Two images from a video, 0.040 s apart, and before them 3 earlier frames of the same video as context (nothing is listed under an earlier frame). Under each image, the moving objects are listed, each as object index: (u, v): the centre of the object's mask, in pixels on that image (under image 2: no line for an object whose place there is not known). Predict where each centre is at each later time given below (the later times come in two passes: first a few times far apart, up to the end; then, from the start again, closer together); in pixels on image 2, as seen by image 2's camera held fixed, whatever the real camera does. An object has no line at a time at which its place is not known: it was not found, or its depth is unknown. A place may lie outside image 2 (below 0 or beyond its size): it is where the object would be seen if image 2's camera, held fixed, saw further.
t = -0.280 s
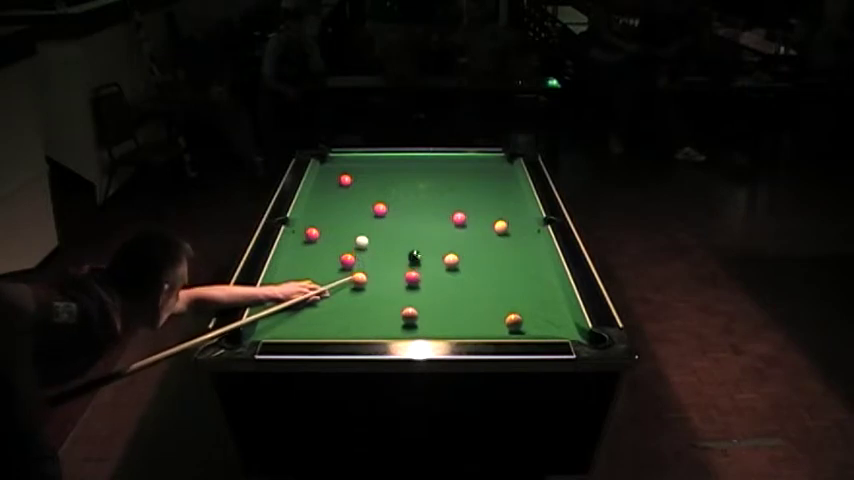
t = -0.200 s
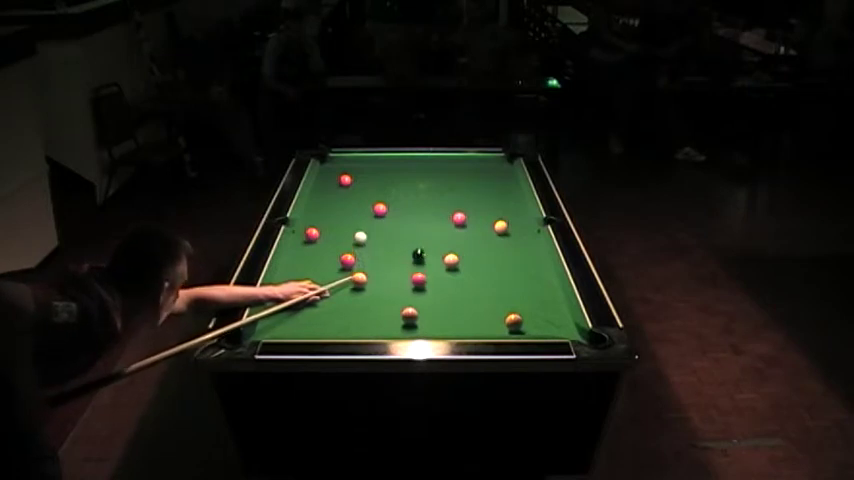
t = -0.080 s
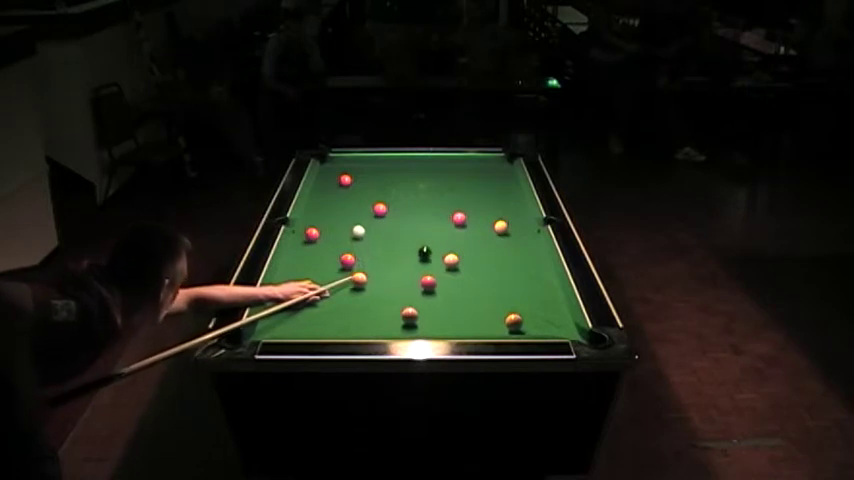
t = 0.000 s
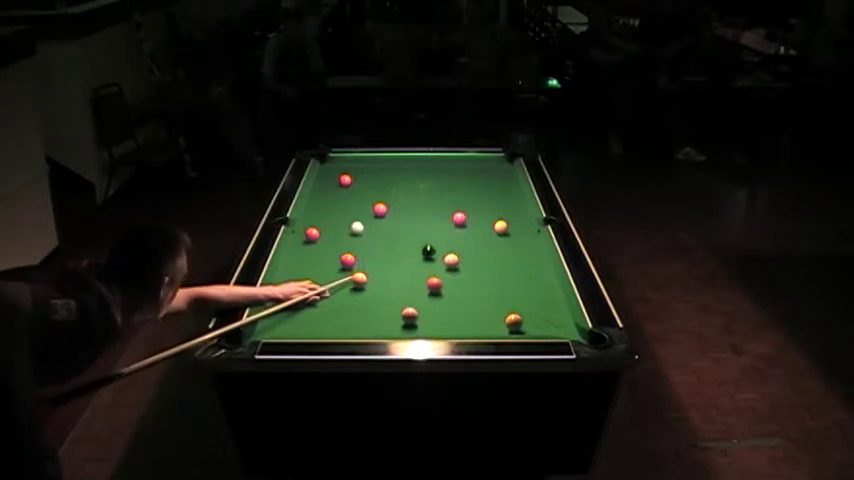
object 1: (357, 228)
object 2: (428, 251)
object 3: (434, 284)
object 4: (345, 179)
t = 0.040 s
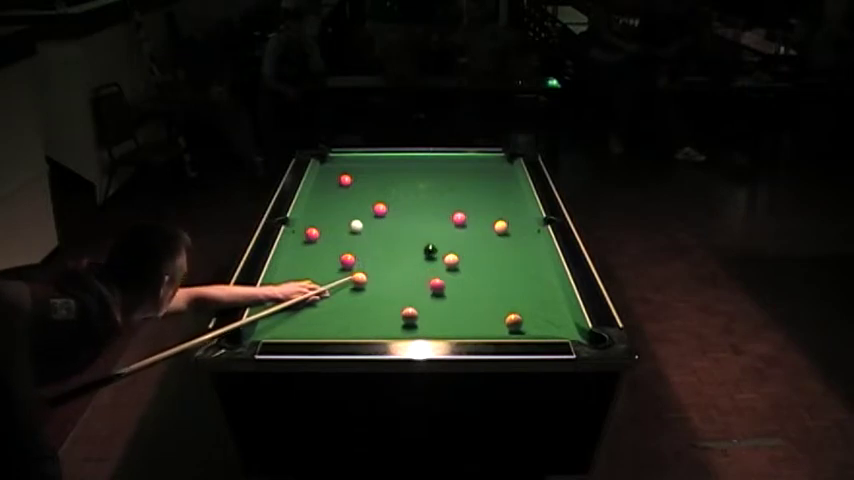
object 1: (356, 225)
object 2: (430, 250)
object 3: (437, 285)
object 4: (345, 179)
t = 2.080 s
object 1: (336, 182)
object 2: (483, 232)
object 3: (552, 320)
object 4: (348, 170)
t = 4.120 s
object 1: (336, 182)
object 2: (484, 231)
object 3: (567, 327)
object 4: (348, 163)
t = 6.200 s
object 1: (336, 182)
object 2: (484, 230)
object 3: (567, 327)
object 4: (348, 163)
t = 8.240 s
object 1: (336, 182)
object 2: (484, 230)
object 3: (567, 327)
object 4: (348, 163)
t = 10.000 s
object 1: (336, 182)
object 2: (484, 230)
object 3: (567, 327)
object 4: (348, 162)
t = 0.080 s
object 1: (356, 224)
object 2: (432, 250)
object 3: (440, 286)
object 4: (345, 179)
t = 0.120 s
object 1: (355, 222)
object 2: (434, 249)
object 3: (443, 287)
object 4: (345, 179)
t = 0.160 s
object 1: (355, 220)
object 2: (435, 249)
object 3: (446, 288)
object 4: (345, 179)
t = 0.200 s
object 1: (354, 219)
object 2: (437, 249)
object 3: (449, 288)
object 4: (345, 179)
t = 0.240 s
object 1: (354, 217)
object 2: (439, 248)
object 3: (452, 290)
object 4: (345, 179)
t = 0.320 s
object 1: (352, 214)
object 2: (442, 247)
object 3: (457, 291)
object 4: (345, 179)
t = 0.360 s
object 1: (352, 212)
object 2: (444, 247)
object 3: (460, 292)
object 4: (345, 179)
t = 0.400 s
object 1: (352, 210)
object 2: (445, 246)
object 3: (463, 293)
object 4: (345, 179)
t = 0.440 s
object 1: (351, 209)
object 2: (447, 246)
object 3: (466, 294)
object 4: (345, 179)
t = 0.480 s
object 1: (351, 207)
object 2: (449, 245)
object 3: (469, 294)
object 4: (345, 179)
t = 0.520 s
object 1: (350, 206)
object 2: (450, 245)
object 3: (471, 295)
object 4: (345, 179)
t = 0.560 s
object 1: (350, 205)
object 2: (451, 244)
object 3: (474, 296)
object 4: (345, 179)
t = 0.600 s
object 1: (350, 203)
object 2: (453, 244)
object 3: (477, 297)
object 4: (345, 179)
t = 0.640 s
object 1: (349, 202)
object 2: (454, 244)
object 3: (479, 298)
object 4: (345, 179)
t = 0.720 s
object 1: (348, 199)
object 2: (456, 242)
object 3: (485, 299)
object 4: (345, 179)
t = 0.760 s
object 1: (348, 198)
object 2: (458, 242)
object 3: (487, 300)
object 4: (345, 179)
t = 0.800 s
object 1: (348, 197)
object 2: (459, 241)
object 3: (490, 301)
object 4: (345, 179)
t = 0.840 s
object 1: (347, 195)
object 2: (460, 240)
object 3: (492, 301)
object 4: (345, 179)
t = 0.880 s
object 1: (347, 194)
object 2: (461, 239)
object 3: (495, 302)
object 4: (345, 180)
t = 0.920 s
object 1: (347, 193)
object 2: (462, 239)
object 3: (497, 303)
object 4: (345, 179)
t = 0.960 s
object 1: (346, 191)
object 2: (464, 239)
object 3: (500, 304)
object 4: (345, 179)
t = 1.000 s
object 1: (346, 190)
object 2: (465, 239)
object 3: (502, 304)
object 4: (345, 179)
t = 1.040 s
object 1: (346, 189)
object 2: (466, 238)
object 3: (504, 305)
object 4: (345, 178)
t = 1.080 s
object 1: (345, 189)
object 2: (467, 238)
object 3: (506, 305)
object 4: (345, 178)
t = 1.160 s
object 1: (345, 186)
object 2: (469, 237)
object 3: (511, 306)
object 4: (345, 178)
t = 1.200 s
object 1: (344, 185)
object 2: (470, 237)
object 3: (513, 306)
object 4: (345, 177)
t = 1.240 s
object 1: (344, 185)
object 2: (471, 237)
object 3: (515, 307)
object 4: (345, 177)
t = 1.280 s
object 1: (343, 185)
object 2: (472, 236)
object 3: (518, 308)
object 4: (346, 177)
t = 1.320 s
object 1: (343, 184)
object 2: (473, 235)
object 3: (520, 308)
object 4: (346, 176)
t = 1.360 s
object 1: (342, 184)
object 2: (474, 235)
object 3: (522, 309)
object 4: (346, 176)
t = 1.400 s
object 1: (342, 184)
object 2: (474, 235)
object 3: (524, 310)
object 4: (346, 176)
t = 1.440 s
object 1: (341, 184)
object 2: (475, 235)
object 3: (526, 311)
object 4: (347, 175)
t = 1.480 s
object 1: (341, 183)
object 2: (476, 235)
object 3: (528, 312)
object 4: (347, 175)
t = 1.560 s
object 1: (340, 183)
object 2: (477, 235)
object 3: (531, 314)
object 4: (347, 174)
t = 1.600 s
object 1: (339, 183)
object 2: (478, 235)
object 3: (533, 314)
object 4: (347, 174)
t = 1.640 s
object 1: (339, 183)
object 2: (479, 234)
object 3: (535, 315)
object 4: (347, 174)
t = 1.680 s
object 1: (339, 183)
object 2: (479, 234)
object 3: (537, 315)
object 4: (347, 174)
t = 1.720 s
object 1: (338, 183)
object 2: (480, 234)
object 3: (539, 316)
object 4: (346, 173)
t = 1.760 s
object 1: (338, 182)
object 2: (480, 234)
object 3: (540, 316)
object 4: (346, 173)
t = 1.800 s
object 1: (337, 182)
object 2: (481, 234)
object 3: (542, 317)
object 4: (347, 172)
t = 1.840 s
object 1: (337, 182)
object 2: (481, 234)
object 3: (544, 317)
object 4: (347, 172)
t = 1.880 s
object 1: (337, 182)
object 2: (481, 233)
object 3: (545, 318)
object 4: (347, 172)
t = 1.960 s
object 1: (337, 182)
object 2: (482, 233)
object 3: (548, 319)
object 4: (347, 171)
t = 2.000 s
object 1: (337, 182)
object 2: (482, 233)
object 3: (549, 319)
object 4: (347, 170)
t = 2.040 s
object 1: (336, 182)
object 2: (482, 233)
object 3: (551, 320)
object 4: (347, 170)
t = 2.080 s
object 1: (336, 182)
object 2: (483, 232)
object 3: (552, 320)
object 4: (348, 170)
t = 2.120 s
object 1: (336, 182)
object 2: (483, 232)
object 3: (553, 320)
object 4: (348, 169)
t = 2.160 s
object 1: (336, 182)
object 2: (483, 232)
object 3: (555, 321)
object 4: (348, 168)
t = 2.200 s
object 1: (336, 182)
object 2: (483, 232)
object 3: (556, 321)
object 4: (348, 168)
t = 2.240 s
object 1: (336, 182)
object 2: (484, 232)
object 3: (557, 322)
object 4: (348, 168)
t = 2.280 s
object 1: (336, 182)
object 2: (484, 232)
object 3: (558, 322)
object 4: (348, 168)
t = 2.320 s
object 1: (336, 182)
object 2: (484, 232)
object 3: (559, 323)
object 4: (348, 167)
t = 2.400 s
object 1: (336, 182)
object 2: (484, 232)
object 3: (561, 324)
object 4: (348, 167)
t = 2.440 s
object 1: (336, 182)
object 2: (484, 232)
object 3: (562, 324)
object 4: (348, 166)
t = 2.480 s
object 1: (336, 182)
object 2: (484, 232)
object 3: (563, 324)
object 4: (348, 166)
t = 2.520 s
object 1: (336, 182)
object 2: (484, 232)
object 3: (564, 325)
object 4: (348, 166)
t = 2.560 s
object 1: (336, 182)
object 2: (484, 232)
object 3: (565, 325)
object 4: (348, 166)
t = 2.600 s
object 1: (336, 182)
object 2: (484, 232)
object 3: (566, 325)
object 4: (348, 166)
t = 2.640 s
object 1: (336, 182)
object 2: (484, 232)
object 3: (566, 326)
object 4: (348, 166)
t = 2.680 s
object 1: (336, 182)
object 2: (484, 232)
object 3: (567, 326)
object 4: (348, 166)
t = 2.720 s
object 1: (336, 182)
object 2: (484, 232)
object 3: (567, 326)
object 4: (348, 165)
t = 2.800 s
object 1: (336, 182)
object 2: (484, 232)
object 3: (567, 326)
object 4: (348, 165)
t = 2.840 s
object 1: (336, 182)
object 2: (484, 231)
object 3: (567, 327)
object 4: (348, 165)
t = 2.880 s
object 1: (336, 182)
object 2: (484, 232)
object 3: (567, 326)
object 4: (348, 164)
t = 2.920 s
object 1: (336, 182)
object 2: (484, 232)
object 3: (567, 327)
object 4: (348, 164)
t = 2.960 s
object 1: (336, 182)
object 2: (484, 231)
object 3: (567, 327)
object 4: (348, 164)
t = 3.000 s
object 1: (336, 182)
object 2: (484, 231)
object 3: (567, 327)
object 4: (348, 164)
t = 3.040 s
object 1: (336, 182)
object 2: (484, 231)
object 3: (567, 327)
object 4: (348, 164)
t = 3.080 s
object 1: (336, 182)
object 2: (484, 231)
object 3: (567, 327)
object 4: (348, 164)
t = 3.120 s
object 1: (336, 182)
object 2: (484, 231)
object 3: (567, 327)
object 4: (348, 164)
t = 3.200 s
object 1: (336, 182)
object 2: (484, 231)
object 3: (567, 327)
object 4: (348, 164)
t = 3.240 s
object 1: (336, 182)
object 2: (484, 231)
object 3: (567, 328)
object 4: (348, 164)
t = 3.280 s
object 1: (336, 182)
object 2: (484, 231)
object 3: (567, 328)
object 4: (348, 164)
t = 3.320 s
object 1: (336, 182)
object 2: (484, 231)
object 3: (567, 328)
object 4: (348, 164)
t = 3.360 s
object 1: (336, 182)
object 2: (484, 231)
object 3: (567, 328)
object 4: (348, 164)
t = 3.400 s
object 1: (336, 182)
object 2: (484, 231)
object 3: (567, 328)
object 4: (348, 163)
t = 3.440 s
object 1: (336, 182)
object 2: (484, 231)
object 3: (567, 327)
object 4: (348, 163)
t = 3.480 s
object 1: (336, 182)
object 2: (484, 231)
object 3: (567, 327)
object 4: (348, 163)
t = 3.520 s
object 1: (336, 182)
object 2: (484, 231)
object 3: (567, 327)
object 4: (348, 163)
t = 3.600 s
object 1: (336, 182)
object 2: (484, 231)
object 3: (567, 327)
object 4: (348, 163)
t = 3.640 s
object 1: (336, 182)
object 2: (484, 231)
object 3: (567, 328)
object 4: (348, 163)
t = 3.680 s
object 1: (336, 182)
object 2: (484, 231)
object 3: (567, 327)
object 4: (348, 163)
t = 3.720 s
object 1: (336, 182)
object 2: (484, 231)
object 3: (567, 328)
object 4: (348, 163)
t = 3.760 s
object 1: (336, 182)
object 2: (484, 231)
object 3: (567, 328)
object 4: (348, 163)
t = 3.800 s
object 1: (336, 182)
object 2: (484, 231)
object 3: (567, 328)
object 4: (348, 163)
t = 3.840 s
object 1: (336, 182)
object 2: (484, 230)
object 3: (567, 328)
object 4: (348, 163)
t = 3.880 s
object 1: (336, 182)
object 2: (484, 230)
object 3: (567, 328)
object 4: (348, 163)
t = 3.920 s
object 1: (336, 182)
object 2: (484, 230)
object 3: (567, 328)
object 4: (348, 163)
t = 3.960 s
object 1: (336, 182)
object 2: (484, 230)
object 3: (567, 328)
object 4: (348, 163)
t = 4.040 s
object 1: (336, 182)
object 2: (484, 231)
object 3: (567, 327)
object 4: (348, 163)
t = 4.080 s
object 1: (336, 182)
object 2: (484, 231)
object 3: (567, 327)
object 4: (348, 163)
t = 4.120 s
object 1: (336, 182)
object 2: (484, 231)
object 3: (567, 327)
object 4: (348, 163)
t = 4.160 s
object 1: (336, 182)
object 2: (484, 231)
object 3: (567, 327)
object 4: (348, 163)
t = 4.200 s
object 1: (336, 182)
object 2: (484, 231)
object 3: (567, 327)
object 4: (348, 163)
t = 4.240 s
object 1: (336, 182)
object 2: (484, 231)
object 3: (567, 327)
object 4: (348, 163)
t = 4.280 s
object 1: (336, 182)
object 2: (484, 231)
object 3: (567, 327)
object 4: (348, 163)
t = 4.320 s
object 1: (336, 182)
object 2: (484, 231)
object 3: (567, 327)
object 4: (348, 163)
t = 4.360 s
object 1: (336, 182)
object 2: (484, 231)
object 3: (567, 327)
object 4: (348, 163)
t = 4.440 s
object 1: (336, 182)
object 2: (484, 231)
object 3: (567, 327)
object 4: (348, 163)
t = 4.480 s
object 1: (336, 182)
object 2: (484, 231)
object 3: (567, 327)
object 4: (348, 163)
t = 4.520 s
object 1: (336, 182)
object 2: (484, 231)
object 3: (567, 327)
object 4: (348, 163)
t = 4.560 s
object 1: (336, 182)
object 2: (484, 231)
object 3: (567, 327)
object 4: (348, 163)
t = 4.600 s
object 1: (336, 182)
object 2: (484, 231)
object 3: (567, 327)
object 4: (348, 163)
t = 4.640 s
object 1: (336, 182)
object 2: (484, 231)
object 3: (567, 326)
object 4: (348, 163)
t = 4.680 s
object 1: (336, 182)
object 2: (484, 231)
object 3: (567, 326)
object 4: (348, 163)
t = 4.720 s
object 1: (336, 182)
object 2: (484, 231)
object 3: (567, 326)
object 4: (348, 163)
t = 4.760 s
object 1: (336, 182)
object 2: (484, 230)
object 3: (567, 326)
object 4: (348, 163)
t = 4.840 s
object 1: (336, 182)
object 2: (484, 230)
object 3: (567, 326)
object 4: (348, 163)
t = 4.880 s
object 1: (336, 182)
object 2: (484, 230)
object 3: (567, 326)
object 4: (348, 163)
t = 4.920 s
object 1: (336, 182)
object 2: (484, 230)
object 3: (567, 326)
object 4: (348, 163)
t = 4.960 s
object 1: (336, 182)
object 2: (484, 230)
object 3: (567, 326)
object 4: (348, 163)
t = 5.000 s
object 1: (336, 182)
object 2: (484, 230)
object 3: (567, 326)
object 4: (348, 163)
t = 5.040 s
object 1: (336, 182)
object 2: (484, 230)
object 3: (567, 326)
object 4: (348, 163)
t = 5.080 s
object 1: (336, 182)
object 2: (484, 230)
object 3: (567, 326)
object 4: (348, 163)
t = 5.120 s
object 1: (336, 182)
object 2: (484, 230)
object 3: (567, 326)
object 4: (348, 163)
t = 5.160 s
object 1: (336, 182)
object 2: (484, 230)
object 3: (567, 326)
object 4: (348, 163)
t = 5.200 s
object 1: (336, 182)
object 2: (484, 230)
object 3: (567, 326)
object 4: (348, 163)
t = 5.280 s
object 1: (336, 182)
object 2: (484, 230)
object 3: (567, 326)
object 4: (348, 163)
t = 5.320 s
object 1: (336, 182)
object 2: (484, 230)
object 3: (567, 326)
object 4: (348, 163)
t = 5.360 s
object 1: (336, 182)
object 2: (484, 230)
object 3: (567, 327)
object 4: (348, 163)
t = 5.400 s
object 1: (336, 182)
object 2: (484, 230)
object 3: (567, 326)
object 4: (348, 163)
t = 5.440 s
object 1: (336, 182)
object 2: (484, 230)
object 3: (567, 326)
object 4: (348, 163)
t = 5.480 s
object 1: (336, 182)
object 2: (484, 230)
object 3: (567, 326)
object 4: (348, 163)
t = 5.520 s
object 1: (336, 182)
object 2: (484, 230)
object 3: (567, 326)
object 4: (348, 163)
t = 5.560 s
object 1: (336, 182)
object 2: (484, 230)
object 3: (567, 326)
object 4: (348, 163)
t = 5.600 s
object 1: (336, 182)
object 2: (484, 230)
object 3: (567, 326)
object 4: (348, 163)
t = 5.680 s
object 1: (336, 182)
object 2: (484, 230)
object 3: (567, 327)
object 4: (348, 163)
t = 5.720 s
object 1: (336, 182)
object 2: (484, 230)
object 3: (567, 326)
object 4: (348, 163)
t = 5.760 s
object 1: (336, 182)
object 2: (484, 230)
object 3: (567, 327)
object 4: (348, 163)
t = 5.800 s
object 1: (336, 182)
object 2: (484, 230)
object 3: (567, 326)
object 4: (348, 163)
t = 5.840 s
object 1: (336, 182)
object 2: (484, 230)
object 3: (567, 326)
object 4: (348, 163)
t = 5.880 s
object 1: (336, 182)
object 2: (484, 230)
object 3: (567, 326)
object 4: (348, 163)
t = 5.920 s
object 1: (336, 182)
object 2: (484, 230)
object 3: (567, 326)
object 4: (348, 163)
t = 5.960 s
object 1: (336, 182)
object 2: (484, 230)
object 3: (567, 326)
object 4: (348, 163)
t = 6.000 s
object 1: (336, 182)
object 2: (484, 230)
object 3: (567, 326)
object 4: (348, 163)
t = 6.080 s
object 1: (336, 182)
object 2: (484, 230)
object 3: (567, 327)
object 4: (348, 163)
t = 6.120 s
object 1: (336, 182)
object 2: (484, 230)
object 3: (567, 326)
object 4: (348, 163)
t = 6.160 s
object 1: (336, 182)
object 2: (484, 230)
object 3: (567, 326)
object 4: (348, 163)
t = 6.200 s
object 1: (336, 182)
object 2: (484, 230)
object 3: (567, 327)
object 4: (348, 163)
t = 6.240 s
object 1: (336, 182)
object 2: (484, 230)
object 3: (567, 326)
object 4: (348, 163)
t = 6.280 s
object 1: (336, 182)
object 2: (484, 230)
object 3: (567, 326)
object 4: (348, 163)
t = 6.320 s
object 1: (336, 182)
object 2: (484, 230)
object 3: (567, 326)
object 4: (348, 163)
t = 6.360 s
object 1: (336, 182)
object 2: (484, 230)
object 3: (567, 326)
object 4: (348, 163)
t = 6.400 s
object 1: (336, 182)
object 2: (484, 230)
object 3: (567, 326)
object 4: (348, 163)
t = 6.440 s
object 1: (336, 182)
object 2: (484, 230)
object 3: (567, 326)
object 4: (348, 163)
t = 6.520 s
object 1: (336, 182)
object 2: (484, 230)
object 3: (567, 326)
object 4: (348, 163)
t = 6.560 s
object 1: (336, 182)
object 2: (484, 230)
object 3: (567, 326)
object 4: (348, 163)
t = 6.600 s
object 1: (336, 182)
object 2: (484, 230)
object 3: (567, 326)
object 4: (348, 163)
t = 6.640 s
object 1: (336, 182)
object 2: (484, 230)
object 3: (567, 326)
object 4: (348, 163)
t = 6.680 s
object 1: (336, 182)
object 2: (484, 230)
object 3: (567, 326)
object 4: (348, 163)
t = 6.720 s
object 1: (336, 182)
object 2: (484, 230)
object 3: (567, 327)
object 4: (348, 163)
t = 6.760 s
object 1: (336, 182)
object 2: (484, 230)
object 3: (567, 326)
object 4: (348, 163)
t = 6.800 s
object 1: (336, 182)
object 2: (484, 230)
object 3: (567, 327)
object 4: (348, 163)
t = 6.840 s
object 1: (336, 182)
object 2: (484, 230)
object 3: (567, 326)
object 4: (348, 163)
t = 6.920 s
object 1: (336, 182)
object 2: (484, 230)
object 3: (567, 326)
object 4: (348, 163)
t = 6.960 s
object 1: (336, 182)
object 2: (484, 230)
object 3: (567, 326)
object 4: (348, 163)
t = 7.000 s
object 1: (336, 182)
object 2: (484, 230)
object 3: (567, 326)
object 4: (348, 163)
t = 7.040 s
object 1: (336, 182)
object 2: (484, 230)
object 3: (567, 326)
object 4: (348, 163)
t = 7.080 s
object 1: (336, 182)
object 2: (484, 230)
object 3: (567, 326)
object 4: (348, 163)
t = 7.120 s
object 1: (336, 182)
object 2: (484, 230)
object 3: (567, 327)
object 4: (348, 163)
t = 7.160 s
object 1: (336, 182)
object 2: (484, 230)
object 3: (567, 326)
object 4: (348, 163)
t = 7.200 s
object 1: (336, 182)
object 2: (484, 230)
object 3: (567, 327)
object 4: (348, 163)
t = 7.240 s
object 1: (336, 182)
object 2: (484, 230)
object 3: (567, 326)
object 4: (348, 163)
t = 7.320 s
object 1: (336, 182)
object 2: (484, 230)
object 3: (567, 327)
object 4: (348, 163)
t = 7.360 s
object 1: (336, 182)
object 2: (484, 230)
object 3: (567, 326)
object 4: (348, 163)
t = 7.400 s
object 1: (336, 182)
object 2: (484, 230)
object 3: (567, 326)
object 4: (348, 163)
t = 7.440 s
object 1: (336, 182)
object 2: (484, 230)
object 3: (567, 326)
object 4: (348, 163)
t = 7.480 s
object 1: (336, 182)
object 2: (484, 230)
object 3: (567, 326)
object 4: (348, 163)
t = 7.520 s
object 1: (336, 182)
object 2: (484, 230)
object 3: (567, 326)
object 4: (348, 163)
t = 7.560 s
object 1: (336, 182)
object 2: (484, 230)
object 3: (567, 326)
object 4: (348, 163)
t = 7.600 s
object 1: (336, 182)
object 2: (484, 230)
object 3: (567, 326)
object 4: (348, 163)
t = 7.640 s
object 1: (336, 182)
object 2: (484, 230)
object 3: (567, 326)
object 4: (348, 163)
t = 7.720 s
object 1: (336, 182)
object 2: (484, 230)
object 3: (568, 326)
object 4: (348, 163)
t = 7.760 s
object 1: (336, 182)
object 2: (484, 230)
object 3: (567, 326)
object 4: (348, 163)
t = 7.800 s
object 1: (336, 182)
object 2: (484, 230)
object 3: (567, 326)
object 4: (348, 163)
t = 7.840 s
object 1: (336, 182)
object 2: (484, 230)
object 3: (567, 327)
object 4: (348, 163)
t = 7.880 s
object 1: (336, 182)
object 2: (484, 230)
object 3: (568, 326)
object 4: (348, 163)
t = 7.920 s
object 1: (336, 182)
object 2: (484, 230)
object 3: (567, 326)
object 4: (348, 163)
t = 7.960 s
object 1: (336, 182)
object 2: (484, 230)
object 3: (567, 326)
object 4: (348, 163)
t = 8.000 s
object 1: (336, 182)
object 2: (484, 230)
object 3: (567, 326)
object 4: (348, 163)
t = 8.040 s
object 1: (336, 182)
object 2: (484, 230)
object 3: (567, 327)
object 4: (348, 163)
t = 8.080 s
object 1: (336, 182)
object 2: (484, 230)
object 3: (567, 326)
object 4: (348, 163)
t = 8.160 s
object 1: (336, 182)
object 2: (484, 230)
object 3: (567, 326)
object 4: (348, 163)
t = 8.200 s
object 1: (336, 182)
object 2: (484, 230)
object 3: (567, 326)
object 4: (348, 163)
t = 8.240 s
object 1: (336, 182)
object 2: (484, 230)
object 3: (567, 327)
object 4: (348, 163)
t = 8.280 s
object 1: (336, 182)
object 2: (484, 230)
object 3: (567, 326)
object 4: (348, 163)
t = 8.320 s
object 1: (336, 182)
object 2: (484, 230)
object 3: (567, 326)
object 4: (348, 163)
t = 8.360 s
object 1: (336, 182)
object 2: (484, 230)
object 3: (567, 326)
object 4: (348, 163)
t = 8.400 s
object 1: (336, 182)
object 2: (484, 230)
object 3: (567, 326)
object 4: (348, 163)
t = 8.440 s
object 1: (336, 182)
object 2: (484, 230)
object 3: (567, 326)
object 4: (348, 163)
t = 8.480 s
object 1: (336, 182)
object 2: (484, 230)
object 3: (568, 326)
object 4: (348, 163)
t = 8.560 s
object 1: (336, 182)
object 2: (484, 230)
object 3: (567, 327)
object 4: (348, 163)
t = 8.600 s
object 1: (336, 182)
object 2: (484, 230)
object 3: (567, 326)
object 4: (348, 163)
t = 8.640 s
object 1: (336, 182)
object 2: (484, 230)
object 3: (567, 326)
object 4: (348, 163)
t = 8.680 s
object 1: (336, 182)
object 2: (484, 230)
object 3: (567, 327)
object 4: (348, 163)
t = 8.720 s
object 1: (336, 182)
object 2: (484, 230)
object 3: (567, 326)
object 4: (348, 163)
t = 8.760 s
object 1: (336, 182)
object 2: (484, 230)
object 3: (568, 326)
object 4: (348, 163)
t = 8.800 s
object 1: (336, 182)
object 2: (484, 230)
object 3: (567, 326)
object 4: (348, 163)
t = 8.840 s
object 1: (336, 182)
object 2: (484, 230)
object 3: (567, 326)
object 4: (348, 163)
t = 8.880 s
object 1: (336, 182)
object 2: (484, 230)
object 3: (567, 326)
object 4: (348, 163)
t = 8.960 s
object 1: (336, 182)
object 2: (484, 230)
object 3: (567, 327)
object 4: (348, 163)
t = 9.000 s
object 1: (336, 182)
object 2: (484, 230)
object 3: (567, 326)
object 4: (348, 163)
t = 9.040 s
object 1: (336, 182)
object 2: (484, 230)
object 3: (567, 327)
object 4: (348, 163)
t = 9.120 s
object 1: (336, 182)
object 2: (484, 230)
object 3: (567, 326)
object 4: (348, 162)
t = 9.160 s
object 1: (336, 182)
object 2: (484, 230)
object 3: (567, 326)
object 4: (348, 162)
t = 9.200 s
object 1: (336, 182)
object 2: (484, 230)
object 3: (567, 326)
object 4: (348, 162)
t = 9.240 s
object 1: (336, 182)
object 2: (484, 230)
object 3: (567, 326)
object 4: (348, 162)
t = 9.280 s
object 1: (336, 182)
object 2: (484, 230)
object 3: (567, 326)
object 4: (348, 162)
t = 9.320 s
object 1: (336, 182)
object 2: (484, 230)
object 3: (567, 326)
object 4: (348, 162)
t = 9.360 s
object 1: (336, 182)
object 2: (484, 230)
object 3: (567, 326)
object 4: (348, 162)
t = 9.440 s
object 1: (336, 182)
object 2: (484, 230)
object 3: (567, 326)
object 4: (348, 162)
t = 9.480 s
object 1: (336, 182)
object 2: (484, 230)
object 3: (567, 326)
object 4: (348, 162)
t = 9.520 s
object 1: (336, 182)
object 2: (484, 230)
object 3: (567, 326)
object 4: (348, 162)
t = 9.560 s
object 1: (336, 182)
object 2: (484, 230)
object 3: (567, 326)
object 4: (348, 162)
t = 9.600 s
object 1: (336, 182)
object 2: (484, 230)
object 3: (567, 326)
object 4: (348, 162)
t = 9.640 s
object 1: (336, 182)
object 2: (484, 230)
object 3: (567, 326)
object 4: (348, 162)
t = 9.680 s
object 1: (336, 182)
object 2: (484, 230)
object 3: (567, 326)
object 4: (348, 162)
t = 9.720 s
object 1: (336, 182)
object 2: (484, 230)
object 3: (567, 327)
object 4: (348, 162)
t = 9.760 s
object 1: (336, 182)
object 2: (484, 230)
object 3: (567, 326)
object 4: (348, 162)
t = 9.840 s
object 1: (336, 182)
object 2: (484, 230)
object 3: (567, 326)
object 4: (348, 163)
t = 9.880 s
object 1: (336, 182)
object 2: (484, 230)
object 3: (567, 327)
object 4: (348, 163)
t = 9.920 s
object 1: (336, 182)
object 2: (484, 230)
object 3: (567, 326)
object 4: (348, 163)
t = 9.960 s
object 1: (336, 182)
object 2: (484, 230)
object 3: (567, 326)
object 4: (348, 162)
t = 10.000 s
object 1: (336, 182)
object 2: (484, 230)
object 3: (567, 327)
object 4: (348, 162)
